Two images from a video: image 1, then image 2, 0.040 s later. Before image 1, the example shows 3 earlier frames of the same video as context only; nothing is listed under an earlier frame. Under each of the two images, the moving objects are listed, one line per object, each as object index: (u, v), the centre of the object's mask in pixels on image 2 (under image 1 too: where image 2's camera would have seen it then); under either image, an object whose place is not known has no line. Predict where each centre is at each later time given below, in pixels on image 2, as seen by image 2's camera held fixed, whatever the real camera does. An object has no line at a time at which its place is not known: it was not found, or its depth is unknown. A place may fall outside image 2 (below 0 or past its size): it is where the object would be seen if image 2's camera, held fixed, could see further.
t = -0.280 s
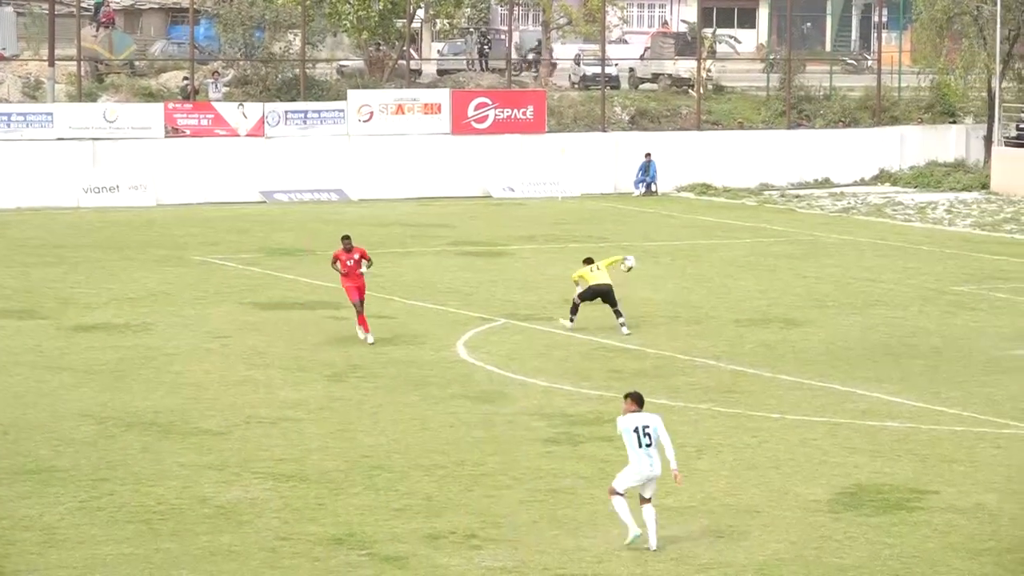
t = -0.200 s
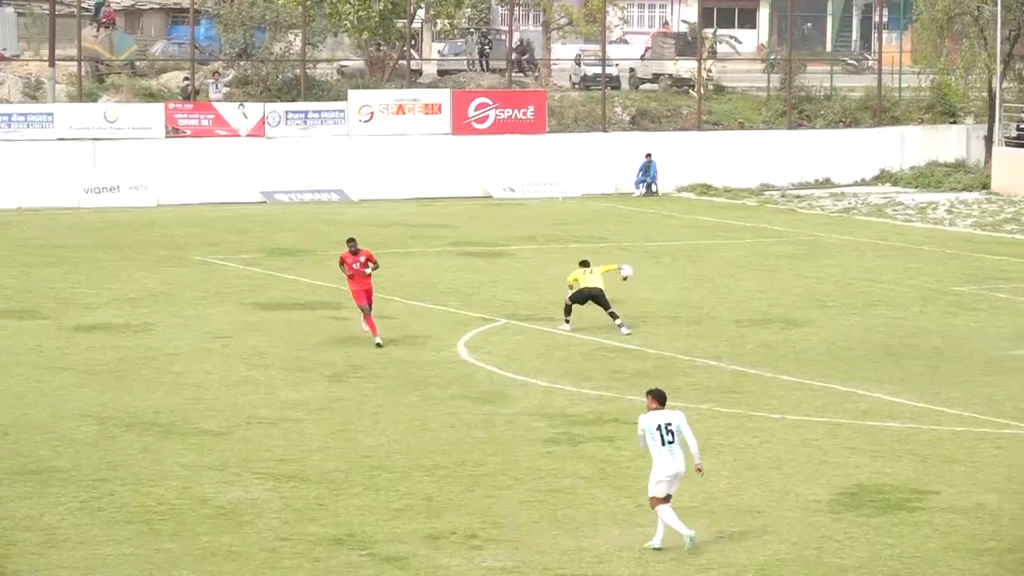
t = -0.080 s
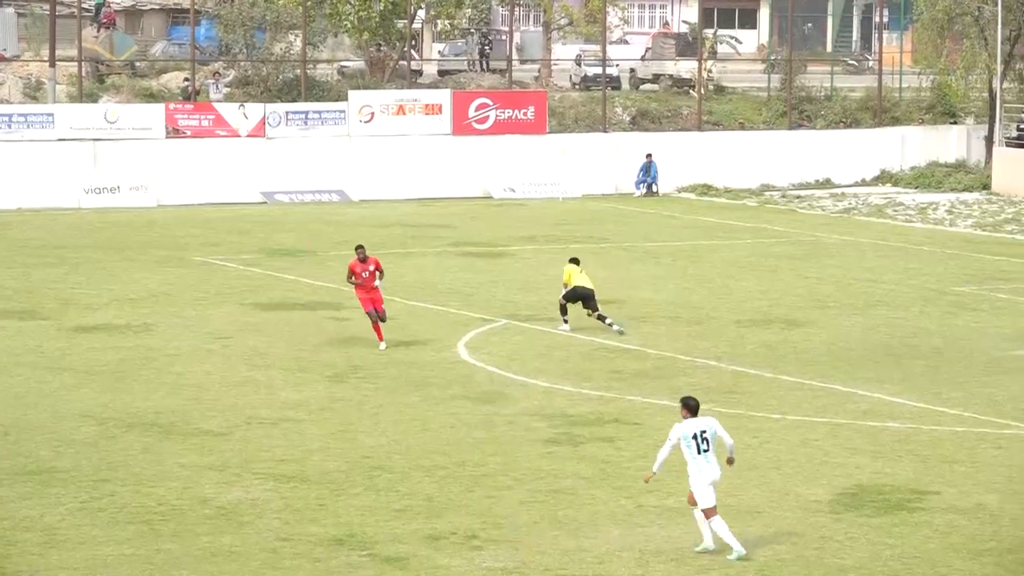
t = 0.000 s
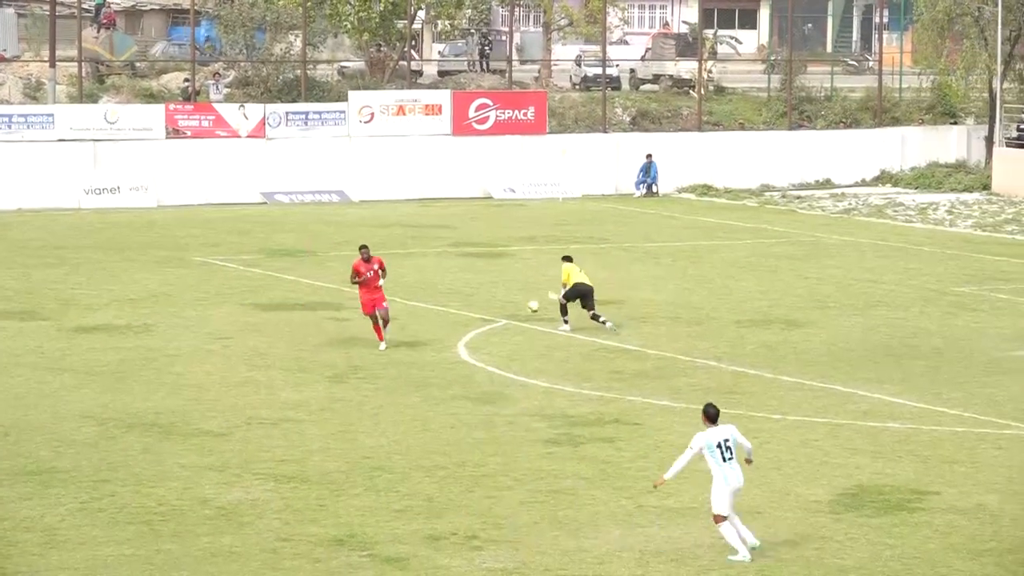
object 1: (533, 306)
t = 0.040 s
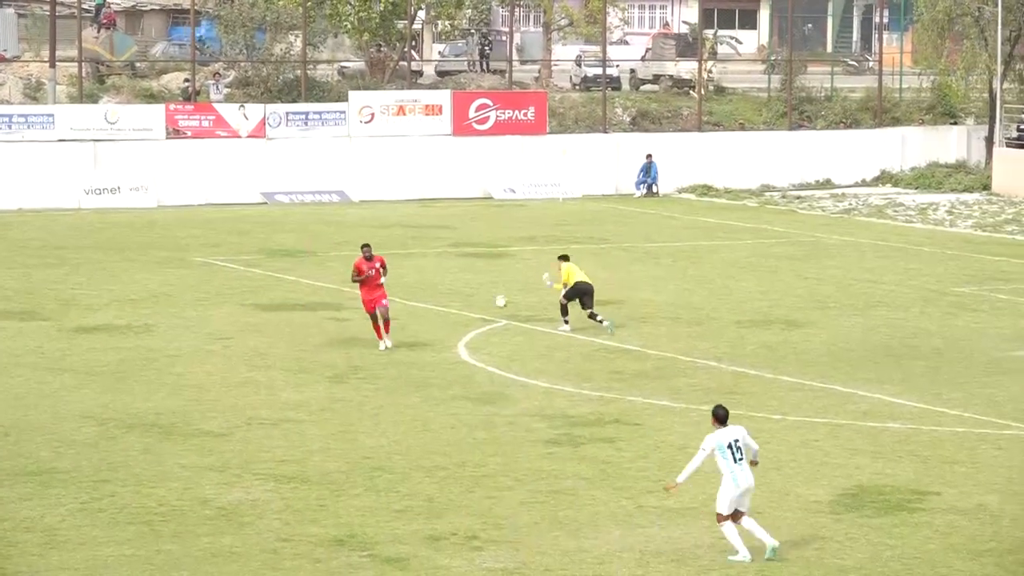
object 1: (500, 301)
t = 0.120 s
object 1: (439, 293)
